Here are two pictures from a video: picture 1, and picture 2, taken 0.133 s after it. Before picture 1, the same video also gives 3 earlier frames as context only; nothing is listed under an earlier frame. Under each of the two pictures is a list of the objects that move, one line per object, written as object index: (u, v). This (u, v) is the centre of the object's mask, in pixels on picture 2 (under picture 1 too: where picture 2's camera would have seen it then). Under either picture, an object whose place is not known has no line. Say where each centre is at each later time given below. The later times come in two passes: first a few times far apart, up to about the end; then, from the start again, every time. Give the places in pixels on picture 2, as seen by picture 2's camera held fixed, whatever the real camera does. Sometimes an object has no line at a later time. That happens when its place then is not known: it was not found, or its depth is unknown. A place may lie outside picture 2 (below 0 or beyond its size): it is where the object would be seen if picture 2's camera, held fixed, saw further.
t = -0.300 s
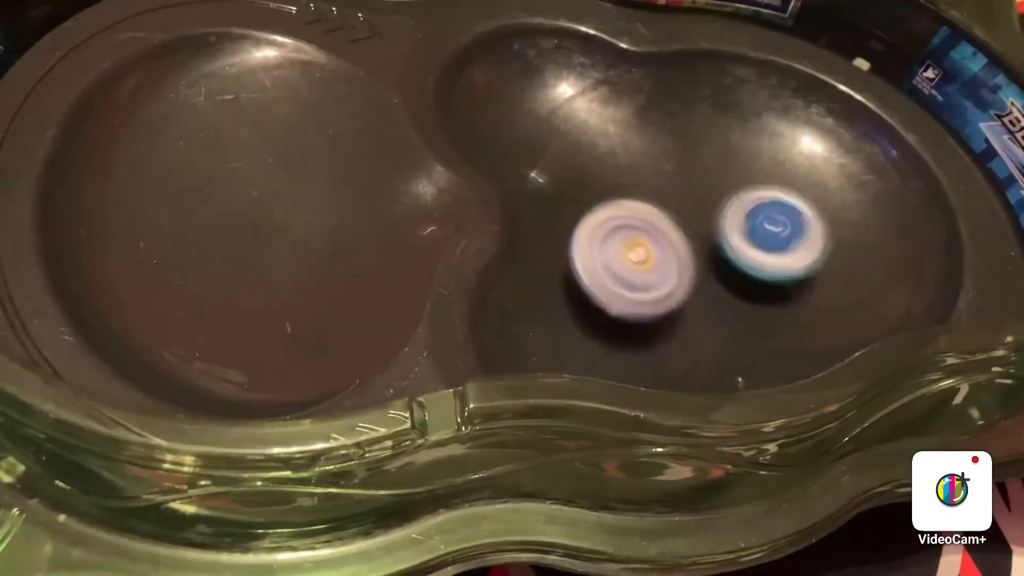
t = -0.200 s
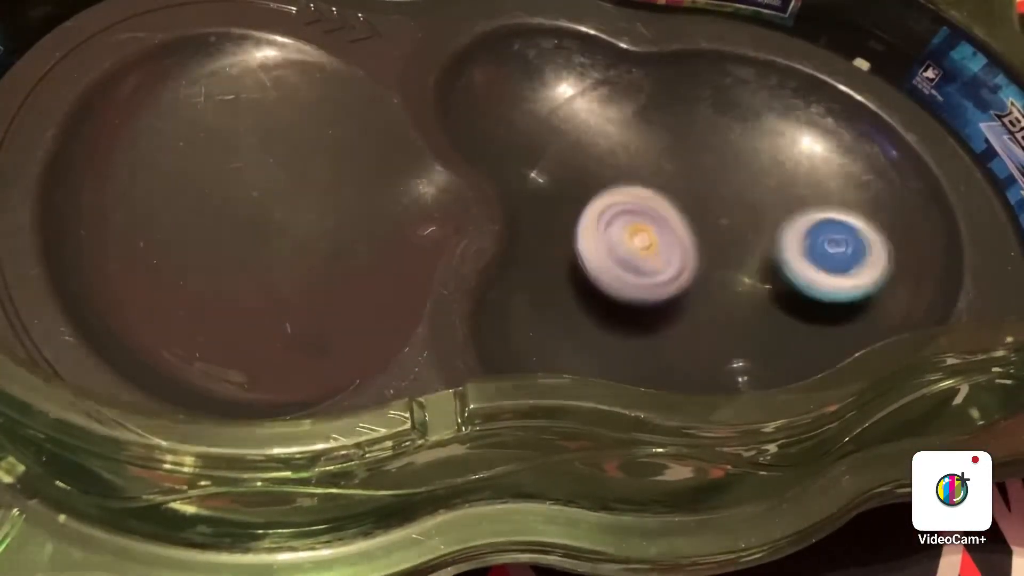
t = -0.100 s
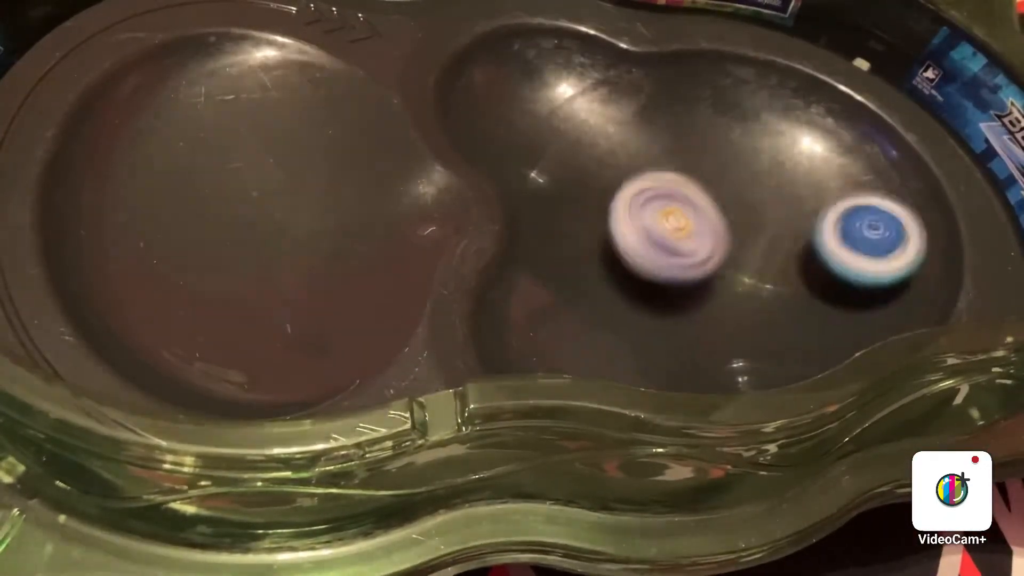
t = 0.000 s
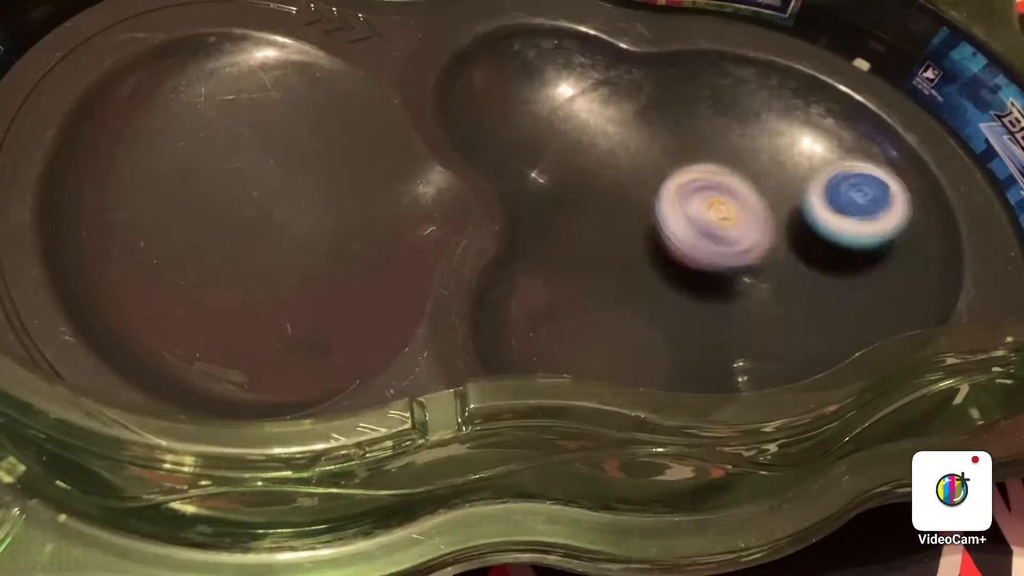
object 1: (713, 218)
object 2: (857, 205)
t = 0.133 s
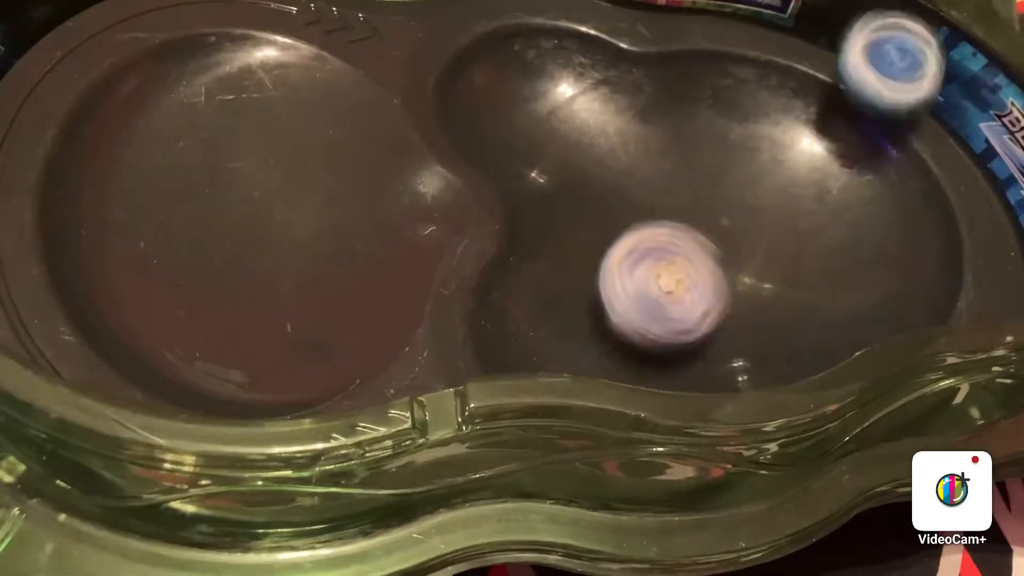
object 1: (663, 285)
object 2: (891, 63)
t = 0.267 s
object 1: (566, 340)
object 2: (867, 33)
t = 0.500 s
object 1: (655, 276)
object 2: (856, 106)
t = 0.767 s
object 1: (586, 348)
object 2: (849, 55)
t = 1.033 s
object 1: (646, 195)
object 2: (803, 219)
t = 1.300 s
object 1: (753, 254)
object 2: (886, 182)
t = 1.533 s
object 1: (634, 337)
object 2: (727, 166)
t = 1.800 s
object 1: (609, 305)
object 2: (793, 310)
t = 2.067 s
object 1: (699, 287)
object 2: (849, 171)
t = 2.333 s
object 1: (788, 217)
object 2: (594, 187)
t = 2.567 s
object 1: (888, 214)
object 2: (667, 333)
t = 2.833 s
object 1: (826, 200)
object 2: (638, 261)
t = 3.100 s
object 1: (815, 156)
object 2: (637, 318)
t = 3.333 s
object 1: (722, 189)
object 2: (669, 278)
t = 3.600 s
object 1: (656, 136)
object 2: (725, 228)
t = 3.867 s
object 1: (631, 166)
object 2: (739, 193)
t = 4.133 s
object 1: (624, 151)
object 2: (759, 196)
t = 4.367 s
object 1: (689, 176)
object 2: (815, 219)
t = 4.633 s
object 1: (704, 190)
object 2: (814, 191)
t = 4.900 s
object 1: (682, 207)
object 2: (800, 249)
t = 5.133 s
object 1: (736, 220)
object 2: (860, 226)
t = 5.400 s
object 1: (708, 227)
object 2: (773, 167)
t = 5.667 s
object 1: (648, 328)
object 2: (787, 184)
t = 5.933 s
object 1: (578, 317)
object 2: (795, 224)
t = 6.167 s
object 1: (701, 246)
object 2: (801, 223)
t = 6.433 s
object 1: (702, 199)
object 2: (804, 179)
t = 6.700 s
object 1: (660, 174)
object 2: (842, 218)
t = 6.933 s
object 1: (691, 171)
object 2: (789, 230)
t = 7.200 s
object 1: (712, 168)
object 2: (844, 244)
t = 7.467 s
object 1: (688, 168)
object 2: (789, 255)
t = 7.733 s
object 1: (675, 182)
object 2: (816, 266)
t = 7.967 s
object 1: (681, 172)
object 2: (791, 207)
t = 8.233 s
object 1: (657, 172)
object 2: (831, 204)
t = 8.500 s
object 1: (686, 177)
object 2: (794, 235)
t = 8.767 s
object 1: (698, 185)
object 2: (817, 239)
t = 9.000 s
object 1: (694, 173)
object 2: (812, 234)
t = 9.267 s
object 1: (689, 180)
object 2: (799, 242)
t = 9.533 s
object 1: (682, 179)
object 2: (795, 243)
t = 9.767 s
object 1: (691, 173)
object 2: (829, 243)
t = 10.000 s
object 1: (711, 172)
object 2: (822, 231)
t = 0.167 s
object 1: (639, 312)
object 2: (895, 38)
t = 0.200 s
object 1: (616, 331)
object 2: (890, 31)
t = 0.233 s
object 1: (591, 340)
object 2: (876, 32)
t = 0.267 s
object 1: (566, 340)
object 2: (867, 33)
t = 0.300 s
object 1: (552, 337)
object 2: (862, 35)
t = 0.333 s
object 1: (546, 333)
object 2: (860, 39)
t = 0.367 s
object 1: (548, 329)
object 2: (861, 45)
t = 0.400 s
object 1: (564, 320)
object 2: (865, 53)
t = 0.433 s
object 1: (590, 302)
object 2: (868, 63)
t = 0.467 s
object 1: (622, 286)
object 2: (867, 79)
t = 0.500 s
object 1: (655, 276)
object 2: (856, 106)
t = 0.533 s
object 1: (693, 266)
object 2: (837, 143)
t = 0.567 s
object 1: (729, 259)
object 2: (817, 179)
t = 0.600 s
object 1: (749, 269)
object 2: (817, 184)
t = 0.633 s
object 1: (738, 312)
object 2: (842, 137)
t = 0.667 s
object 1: (721, 336)
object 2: (861, 94)
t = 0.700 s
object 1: (681, 342)
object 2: (865, 65)
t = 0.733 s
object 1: (641, 351)
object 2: (862, 53)
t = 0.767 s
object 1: (586, 348)
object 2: (849, 55)
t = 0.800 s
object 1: (550, 331)
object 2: (835, 59)
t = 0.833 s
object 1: (535, 306)
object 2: (815, 76)
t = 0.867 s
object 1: (544, 261)
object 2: (791, 105)
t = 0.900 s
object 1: (572, 233)
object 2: (768, 138)
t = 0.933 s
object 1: (602, 220)
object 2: (748, 170)
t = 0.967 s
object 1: (636, 206)
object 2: (739, 195)
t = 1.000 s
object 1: (647, 195)
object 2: (764, 208)
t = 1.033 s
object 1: (646, 195)
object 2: (803, 219)
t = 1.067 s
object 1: (650, 193)
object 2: (843, 224)
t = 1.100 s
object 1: (660, 195)
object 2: (873, 222)
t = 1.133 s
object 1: (673, 197)
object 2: (895, 217)
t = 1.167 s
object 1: (692, 202)
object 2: (906, 212)
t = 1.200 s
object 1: (711, 209)
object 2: (906, 208)
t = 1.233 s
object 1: (735, 219)
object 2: (895, 206)
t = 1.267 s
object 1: (757, 231)
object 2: (878, 205)
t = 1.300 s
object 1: (753, 254)
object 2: (886, 182)
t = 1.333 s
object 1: (747, 277)
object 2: (888, 159)
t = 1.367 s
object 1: (741, 297)
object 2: (876, 143)
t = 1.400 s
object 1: (733, 314)
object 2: (854, 134)
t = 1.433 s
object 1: (718, 326)
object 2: (821, 131)
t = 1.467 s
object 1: (693, 335)
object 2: (786, 135)
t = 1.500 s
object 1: (666, 339)
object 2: (752, 147)
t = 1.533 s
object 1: (634, 337)
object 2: (727, 166)
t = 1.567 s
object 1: (605, 331)
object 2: (706, 187)
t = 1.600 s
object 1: (584, 325)
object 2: (694, 209)
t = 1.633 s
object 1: (574, 320)
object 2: (688, 235)
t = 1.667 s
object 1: (573, 313)
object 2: (687, 260)
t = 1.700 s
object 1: (584, 307)
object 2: (697, 285)
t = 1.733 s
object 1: (597, 303)
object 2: (719, 302)
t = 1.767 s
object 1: (600, 304)
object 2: (754, 308)
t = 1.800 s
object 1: (609, 305)
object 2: (793, 310)
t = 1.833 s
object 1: (622, 306)
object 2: (826, 307)
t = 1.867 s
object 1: (636, 306)
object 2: (857, 298)
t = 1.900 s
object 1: (651, 306)
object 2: (881, 284)
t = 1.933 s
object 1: (663, 305)
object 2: (899, 265)
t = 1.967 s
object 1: (675, 303)
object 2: (904, 244)
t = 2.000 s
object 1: (685, 298)
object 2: (896, 216)
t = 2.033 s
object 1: (693, 293)
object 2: (878, 193)
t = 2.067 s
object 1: (699, 287)
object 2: (849, 171)
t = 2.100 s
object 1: (704, 280)
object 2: (809, 152)
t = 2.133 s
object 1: (710, 273)
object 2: (768, 141)
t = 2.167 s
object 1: (718, 264)
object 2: (729, 138)
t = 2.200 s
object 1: (729, 256)
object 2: (696, 139)
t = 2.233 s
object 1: (741, 247)
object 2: (661, 148)
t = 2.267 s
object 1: (755, 236)
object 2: (632, 161)
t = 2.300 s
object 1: (770, 226)
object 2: (607, 174)
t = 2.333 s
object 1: (788, 217)
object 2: (594, 187)
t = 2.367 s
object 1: (809, 210)
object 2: (589, 205)
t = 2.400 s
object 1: (829, 203)
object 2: (592, 228)
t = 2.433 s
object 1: (848, 199)
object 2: (600, 253)
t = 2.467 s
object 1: (864, 198)
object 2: (616, 283)
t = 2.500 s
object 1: (878, 201)
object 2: (633, 309)
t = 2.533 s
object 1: (886, 206)
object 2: (652, 326)
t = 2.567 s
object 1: (888, 214)
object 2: (667, 333)
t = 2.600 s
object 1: (886, 224)
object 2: (677, 330)
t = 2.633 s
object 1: (875, 235)
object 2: (685, 323)
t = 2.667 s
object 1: (862, 244)
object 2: (691, 312)
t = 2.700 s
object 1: (843, 248)
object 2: (700, 296)
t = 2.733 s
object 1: (822, 248)
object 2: (709, 279)
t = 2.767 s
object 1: (819, 234)
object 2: (688, 269)
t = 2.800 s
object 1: (824, 216)
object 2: (660, 263)
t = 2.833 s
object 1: (826, 200)
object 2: (638, 261)
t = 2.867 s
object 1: (829, 182)
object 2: (621, 262)
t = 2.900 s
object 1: (830, 169)
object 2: (611, 267)
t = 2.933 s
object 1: (830, 158)
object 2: (607, 278)
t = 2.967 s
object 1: (831, 151)
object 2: (608, 293)
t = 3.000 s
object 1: (830, 147)
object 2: (613, 306)
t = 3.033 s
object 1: (827, 147)
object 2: (620, 314)
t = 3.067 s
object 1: (822, 150)
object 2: (629, 318)
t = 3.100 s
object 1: (815, 156)
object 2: (637, 318)
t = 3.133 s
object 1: (807, 163)
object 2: (641, 313)
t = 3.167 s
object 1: (797, 170)
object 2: (644, 306)
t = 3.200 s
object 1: (784, 177)
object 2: (647, 298)
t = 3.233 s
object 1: (767, 184)
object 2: (651, 292)
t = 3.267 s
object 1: (754, 186)
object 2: (657, 287)
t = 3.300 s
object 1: (738, 189)
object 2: (662, 282)
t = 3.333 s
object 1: (722, 189)
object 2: (669, 278)
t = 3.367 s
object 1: (708, 184)
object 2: (677, 276)
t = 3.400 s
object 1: (698, 174)
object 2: (683, 276)
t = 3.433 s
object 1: (688, 164)
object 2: (690, 271)
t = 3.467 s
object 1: (680, 154)
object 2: (697, 263)
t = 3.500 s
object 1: (672, 147)
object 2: (704, 253)
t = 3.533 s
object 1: (666, 141)
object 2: (711, 244)
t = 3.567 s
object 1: (662, 138)
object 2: (717, 234)
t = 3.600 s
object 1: (656, 136)
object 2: (725, 228)
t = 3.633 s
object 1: (652, 135)
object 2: (734, 222)
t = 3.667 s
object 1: (649, 137)
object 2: (742, 217)
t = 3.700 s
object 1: (646, 141)
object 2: (746, 211)
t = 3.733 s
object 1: (643, 147)
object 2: (748, 205)
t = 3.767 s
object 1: (640, 153)
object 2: (748, 199)
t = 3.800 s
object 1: (636, 158)
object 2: (746, 195)
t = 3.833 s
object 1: (634, 163)
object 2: (742, 193)
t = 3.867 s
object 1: (631, 166)
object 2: (739, 193)
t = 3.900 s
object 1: (625, 167)
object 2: (740, 196)
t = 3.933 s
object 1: (619, 168)
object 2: (743, 198)
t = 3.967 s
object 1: (615, 166)
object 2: (747, 199)
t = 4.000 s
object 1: (612, 163)
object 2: (752, 199)
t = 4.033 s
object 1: (612, 160)
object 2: (756, 198)
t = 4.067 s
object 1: (614, 157)
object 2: (759, 197)
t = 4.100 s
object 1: (617, 153)
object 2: (760, 196)
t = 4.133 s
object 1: (624, 151)
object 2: (759, 196)
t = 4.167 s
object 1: (634, 151)
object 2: (758, 197)
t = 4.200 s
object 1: (646, 155)
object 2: (758, 199)
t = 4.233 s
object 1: (660, 157)
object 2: (764, 202)
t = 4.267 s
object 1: (664, 159)
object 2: (777, 210)
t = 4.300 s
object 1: (675, 165)
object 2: (787, 215)
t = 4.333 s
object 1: (686, 173)
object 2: (797, 218)
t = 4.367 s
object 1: (689, 176)
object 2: (815, 219)
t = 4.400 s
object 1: (685, 176)
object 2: (841, 222)
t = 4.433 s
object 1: (685, 178)
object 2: (857, 220)
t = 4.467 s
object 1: (686, 179)
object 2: (866, 216)
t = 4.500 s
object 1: (687, 180)
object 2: (866, 210)
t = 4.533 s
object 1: (689, 182)
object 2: (860, 205)
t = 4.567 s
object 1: (693, 184)
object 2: (849, 199)
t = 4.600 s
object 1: (699, 187)
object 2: (832, 193)
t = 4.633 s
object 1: (704, 190)
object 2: (814, 191)
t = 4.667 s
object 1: (691, 193)
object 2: (812, 189)
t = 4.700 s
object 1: (684, 197)
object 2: (809, 190)
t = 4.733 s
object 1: (680, 200)
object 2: (801, 194)
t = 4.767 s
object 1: (677, 202)
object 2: (795, 202)
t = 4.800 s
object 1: (674, 203)
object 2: (791, 213)
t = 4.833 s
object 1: (675, 203)
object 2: (791, 225)
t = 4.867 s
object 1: (677, 205)
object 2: (794, 238)
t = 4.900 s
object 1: (682, 207)
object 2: (800, 249)
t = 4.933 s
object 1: (689, 209)
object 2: (808, 257)
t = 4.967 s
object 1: (700, 213)
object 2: (817, 260)
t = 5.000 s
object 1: (710, 217)
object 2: (827, 261)
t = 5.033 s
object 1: (715, 217)
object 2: (842, 258)
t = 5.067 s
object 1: (724, 219)
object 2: (854, 251)
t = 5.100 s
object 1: (733, 221)
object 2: (857, 240)
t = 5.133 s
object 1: (736, 220)
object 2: (860, 226)
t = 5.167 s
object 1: (732, 219)
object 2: (866, 212)
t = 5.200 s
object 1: (732, 217)
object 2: (864, 199)
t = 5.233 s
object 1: (734, 216)
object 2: (849, 188)
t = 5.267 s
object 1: (734, 216)
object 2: (833, 181)
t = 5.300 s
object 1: (723, 219)
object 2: (823, 169)
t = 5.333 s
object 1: (717, 222)
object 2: (807, 162)
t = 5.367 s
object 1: (712, 224)
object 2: (790, 163)
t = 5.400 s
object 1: (708, 227)
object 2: (773, 167)
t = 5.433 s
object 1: (700, 236)
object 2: (761, 170)
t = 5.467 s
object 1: (697, 242)
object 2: (752, 177)
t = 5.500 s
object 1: (688, 255)
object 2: (754, 186)
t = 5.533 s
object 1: (675, 273)
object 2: (766, 188)
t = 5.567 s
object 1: (668, 288)
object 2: (776, 187)
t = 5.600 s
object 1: (660, 302)
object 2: (785, 186)
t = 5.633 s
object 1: (654, 315)
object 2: (789, 185)
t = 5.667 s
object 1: (648, 328)
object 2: (787, 184)
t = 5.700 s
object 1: (639, 336)
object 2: (785, 185)
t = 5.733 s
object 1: (629, 342)
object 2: (784, 186)
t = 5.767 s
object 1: (620, 344)
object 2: (782, 189)
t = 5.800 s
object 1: (605, 345)
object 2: (781, 196)
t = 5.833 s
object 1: (589, 342)
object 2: (785, 204)
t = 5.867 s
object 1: (577, 335)
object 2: (785, 210)
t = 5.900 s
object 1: (573, 327)
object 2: (789, 218)
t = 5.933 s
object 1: (578, 317)
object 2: (795, 224)
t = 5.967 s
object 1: (592, 307)
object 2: (799, 227)
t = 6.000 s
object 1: (611, 295)
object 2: (804, 230)
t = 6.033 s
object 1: (631, 285)
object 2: (806, 228)
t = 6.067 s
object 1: (652, 275)
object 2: (803, 227)
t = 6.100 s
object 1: (670, 265)
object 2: (801, 226)
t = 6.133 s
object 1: (690, 255)
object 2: (795, 224)
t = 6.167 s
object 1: (701, 246)
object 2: (801, 223)
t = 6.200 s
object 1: (703, 240)
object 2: (809, 217)
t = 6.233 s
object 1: (708, 233)
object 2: (815, 215)
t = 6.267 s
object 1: (713, 226)
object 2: (817, 207)
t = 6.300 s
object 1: (713, 221)
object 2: (818, 198)
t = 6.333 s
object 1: (713, 215)
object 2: (820, 190)
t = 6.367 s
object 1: (711, 208)
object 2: (813, 185)
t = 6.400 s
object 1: (708, 203)
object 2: (806, 183)
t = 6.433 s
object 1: (702, 199)
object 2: (804, 179)
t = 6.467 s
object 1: (697, 197)
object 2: (801, 183)
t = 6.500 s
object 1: (691, 192)
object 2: (798, 189)
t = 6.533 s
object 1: (688, 189)
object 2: (797, 198)
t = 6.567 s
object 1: (678, 186)
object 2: (808, 206)
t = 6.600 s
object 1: (672, 183)
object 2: (819, 212)
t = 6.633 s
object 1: (668, 180)
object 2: (832, 218)
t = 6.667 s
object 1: (663, 177)
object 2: (838, 218)
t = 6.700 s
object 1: (660, 174)
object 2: (842, 218)
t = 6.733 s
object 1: (661, 173)
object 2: (839, 215)
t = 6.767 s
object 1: (661, 171)
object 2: (833, 215)
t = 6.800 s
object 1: (666, 170)
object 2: (824, 214)
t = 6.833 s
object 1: (672, 171)
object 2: (813, 216)
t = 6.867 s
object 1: (680, 170)
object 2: (801, 218)
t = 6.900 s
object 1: (689, 172)
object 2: (790, 223)
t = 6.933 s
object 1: (691, 171)
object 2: (789, 230)
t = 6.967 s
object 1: (691, 166)
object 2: (795, 241)
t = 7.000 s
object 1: (687, 161)
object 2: (812, 253)
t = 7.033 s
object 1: (688, 160)
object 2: (822, 259)
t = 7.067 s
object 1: (691, 158)
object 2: (836, 263)
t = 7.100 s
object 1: (695, 160)
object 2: (843, 262)
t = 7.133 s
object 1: (700, 161)
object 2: (850, 259)
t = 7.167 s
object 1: (706, 164)
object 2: (849, 252)
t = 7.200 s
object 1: (712, 168)
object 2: (844, 244)
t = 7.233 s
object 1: (720, 173)
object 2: (828, 235)
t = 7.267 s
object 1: (717, 174)
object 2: (818, 231)
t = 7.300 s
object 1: (709, 168)
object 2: (815, 233)
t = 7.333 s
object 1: (700, 166)
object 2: (815, 235)
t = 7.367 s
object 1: (695, 164)
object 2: (809, 239)
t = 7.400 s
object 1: (692, 164)
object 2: (802, 242)
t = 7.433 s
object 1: (689, 164)
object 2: (795, 249)
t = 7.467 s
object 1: (688, 168)
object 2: (789, 255)
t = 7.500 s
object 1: (686, 171)
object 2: (787, 262)
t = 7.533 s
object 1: (686, 176)
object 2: (785, 265)
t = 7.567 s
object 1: (686, 180)
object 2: (785, 267)
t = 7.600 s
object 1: (688, 186)
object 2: (783, 265)
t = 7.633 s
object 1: (690, 190)
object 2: (783, 264)
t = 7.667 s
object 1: (686, 190)
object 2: (787, 263)
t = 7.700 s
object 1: (679, 185)
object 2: (805, 265)
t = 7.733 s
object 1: (675, 182)
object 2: (816, 266)
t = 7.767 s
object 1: (676, 180)
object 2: (826, 259)
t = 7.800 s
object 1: (675, 178)
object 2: (829, 249)
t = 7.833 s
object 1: (677, 177)
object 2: (826, 236)
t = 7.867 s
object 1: (679, 176)
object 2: (820, 227)
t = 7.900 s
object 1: (684, 176)
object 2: (806, 216)
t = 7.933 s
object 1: (684, 174)
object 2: (796, 209)
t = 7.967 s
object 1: (681, 172)
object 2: (791, 207)
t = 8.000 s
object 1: (678, 169)
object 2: (792, 208)
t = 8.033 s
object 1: (667, 166)
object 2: (802, 210)
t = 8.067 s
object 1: (663, 170)
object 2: (816, 211)
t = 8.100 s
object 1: (660, 169)
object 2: (829, 212)
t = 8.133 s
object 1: (657, 167)
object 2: (835, 208)
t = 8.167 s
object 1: (656, 167)
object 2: (837, 207)
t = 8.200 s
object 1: (656, 170)
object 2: (835, 206)
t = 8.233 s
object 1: (657, 172)
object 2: (831, 204)
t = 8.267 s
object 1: (660, 172)
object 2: (825, 205)
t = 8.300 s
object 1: (665, 173)
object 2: (814, 208)
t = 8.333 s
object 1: (674, 176)
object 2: (802, 210)
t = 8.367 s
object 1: (681, 177)
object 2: (793, 214)
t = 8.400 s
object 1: (688, 177)
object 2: (787, 219)
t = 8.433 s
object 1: (687, 176)
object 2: (787, 223)
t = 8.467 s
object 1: (687, 181)
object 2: (790, 228)
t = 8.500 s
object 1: (686, 177)
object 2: (794, 235)
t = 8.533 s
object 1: (684, 173)
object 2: (798, 242)
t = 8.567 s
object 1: (682, 175)
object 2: (811, 250)
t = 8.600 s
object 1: (678, 174)
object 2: (818, 252)
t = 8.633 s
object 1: (683, 178)
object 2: (823, 251)
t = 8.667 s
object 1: (685, 180)
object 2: (827, 252)
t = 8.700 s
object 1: (687, 180)
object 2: (827, 248)
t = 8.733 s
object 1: (695, 184)
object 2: (823, 243)
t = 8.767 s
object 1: (698, 185)
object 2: (817, 239)
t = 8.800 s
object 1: (704, 186)
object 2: (809, 236)
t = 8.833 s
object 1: (706, 184)
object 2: (808, 233)
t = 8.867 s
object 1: (699, 182)
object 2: (807, 233)
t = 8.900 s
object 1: (702, 181)
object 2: (805, 232)
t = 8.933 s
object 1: (698, 176)
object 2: (809, 232)
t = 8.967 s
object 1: (697, 172)
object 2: (811, 235)
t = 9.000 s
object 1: (694, 173)
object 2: (812, 234)
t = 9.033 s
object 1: (693, 173)
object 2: (810, 233)
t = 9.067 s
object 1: (695, 177)
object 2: (810, 234)
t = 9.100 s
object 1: (698, 179)
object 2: (803, 233)
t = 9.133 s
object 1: (697, 179)
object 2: (803, 234)
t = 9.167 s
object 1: (690, 176)
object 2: (803, 235)
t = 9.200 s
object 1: (694, 181)
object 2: (796, 236)
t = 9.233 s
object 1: (689, 178)
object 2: (798, 239)
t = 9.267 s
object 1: (689, 180)
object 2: (799, 242)
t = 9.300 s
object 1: (683, 178)
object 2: (800, 244)
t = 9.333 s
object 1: (688, 183)
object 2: (801, 246)
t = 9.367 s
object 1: (687, 183)
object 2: (797, 245)
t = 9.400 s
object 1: (692, 185)
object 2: (798, 245)
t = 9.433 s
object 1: (688, 184)
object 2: (791, 244)
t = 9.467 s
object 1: (694, 185)
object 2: (790, 243)
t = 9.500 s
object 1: (683, 179)
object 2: (790, 244)
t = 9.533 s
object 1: (682, 179)
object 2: (795, 243)
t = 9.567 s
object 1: (685, 178)
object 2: (799, 244)
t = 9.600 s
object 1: (692, 183)
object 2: (801, 244)
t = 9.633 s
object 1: (697, 180)
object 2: (800, 241)
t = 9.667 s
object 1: (696, 180)
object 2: (808, 243)
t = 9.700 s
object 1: (693, 177)
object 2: (814, 243)
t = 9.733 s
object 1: (686, 175)
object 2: (824, 243)
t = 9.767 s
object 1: (691, 173)
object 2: (829, 243)
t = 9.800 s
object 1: (693, 168)
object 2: (833, 240)
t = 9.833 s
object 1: (692, 170)
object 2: (832, 236)
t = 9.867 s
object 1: (702, 172)
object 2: (830, 233)
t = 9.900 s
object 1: (710, 172)
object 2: (823, 229)
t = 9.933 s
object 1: (713, 173)
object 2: (824, 229)
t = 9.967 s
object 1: (714, 172)
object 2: (826, 232)
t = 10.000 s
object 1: (711, 172)
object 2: (822, 231)
